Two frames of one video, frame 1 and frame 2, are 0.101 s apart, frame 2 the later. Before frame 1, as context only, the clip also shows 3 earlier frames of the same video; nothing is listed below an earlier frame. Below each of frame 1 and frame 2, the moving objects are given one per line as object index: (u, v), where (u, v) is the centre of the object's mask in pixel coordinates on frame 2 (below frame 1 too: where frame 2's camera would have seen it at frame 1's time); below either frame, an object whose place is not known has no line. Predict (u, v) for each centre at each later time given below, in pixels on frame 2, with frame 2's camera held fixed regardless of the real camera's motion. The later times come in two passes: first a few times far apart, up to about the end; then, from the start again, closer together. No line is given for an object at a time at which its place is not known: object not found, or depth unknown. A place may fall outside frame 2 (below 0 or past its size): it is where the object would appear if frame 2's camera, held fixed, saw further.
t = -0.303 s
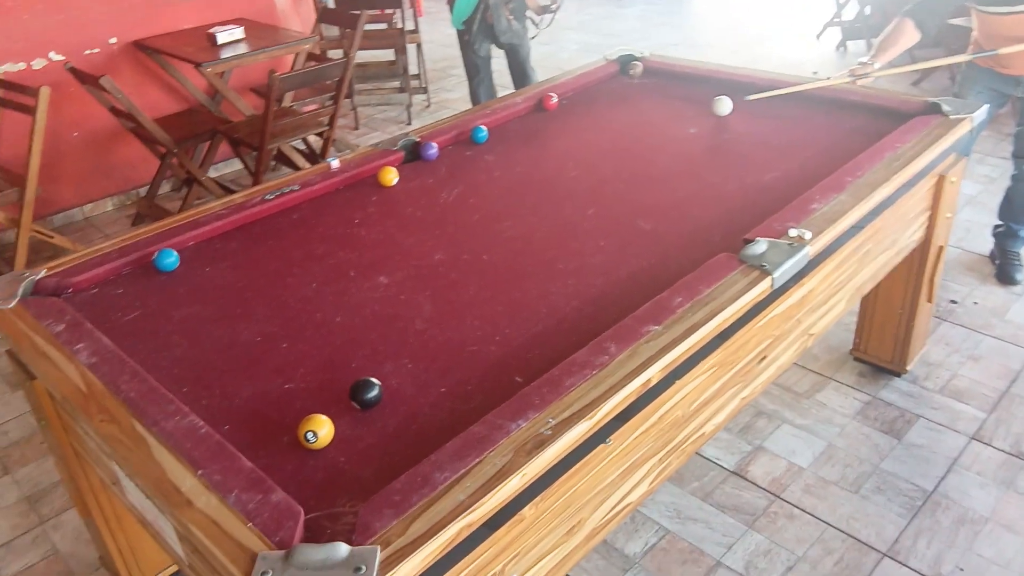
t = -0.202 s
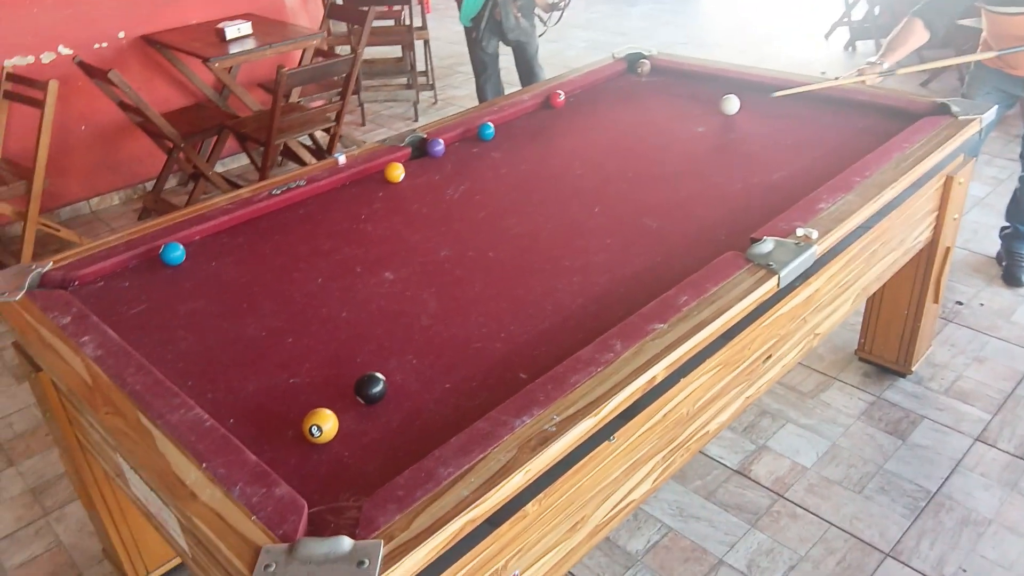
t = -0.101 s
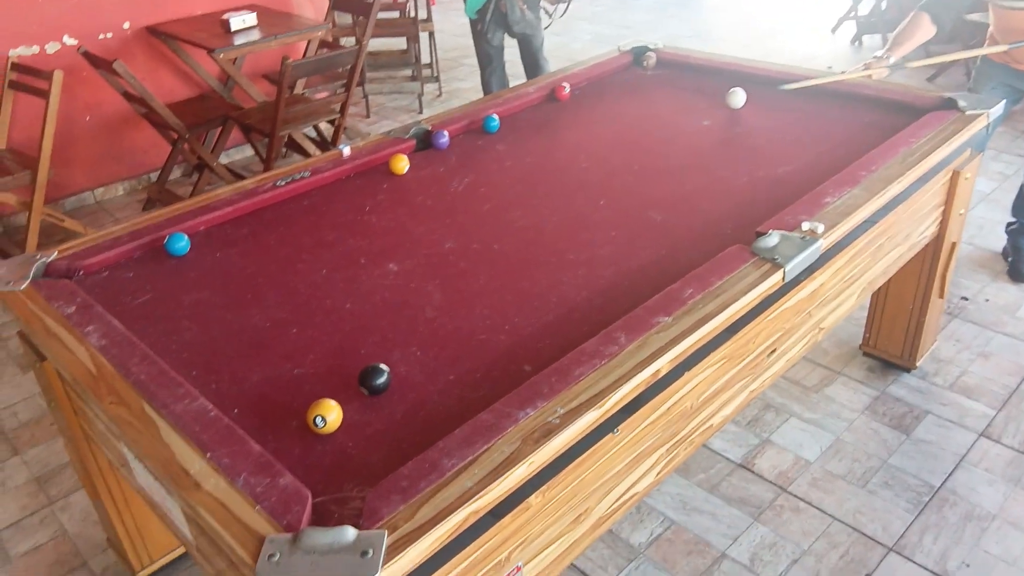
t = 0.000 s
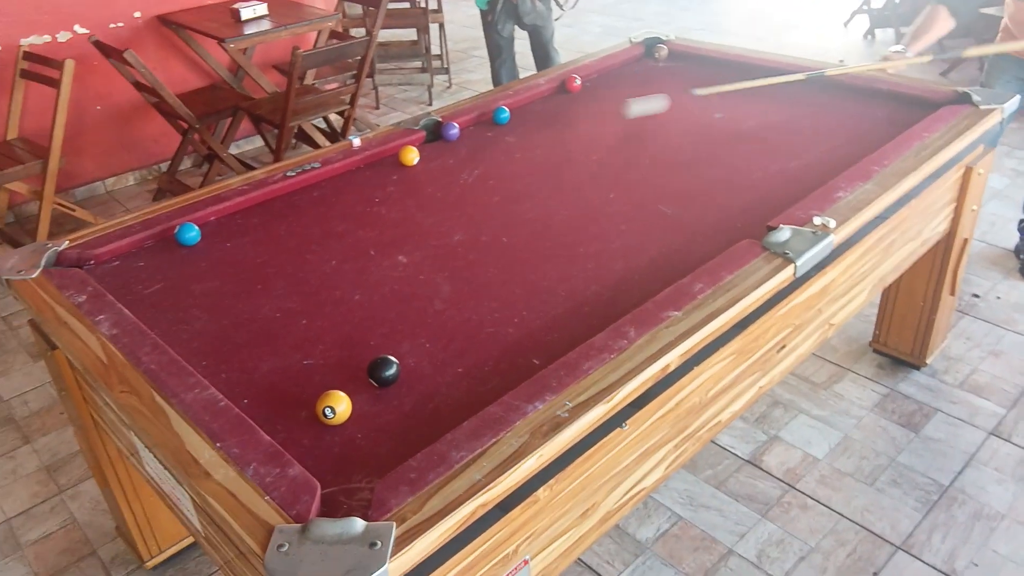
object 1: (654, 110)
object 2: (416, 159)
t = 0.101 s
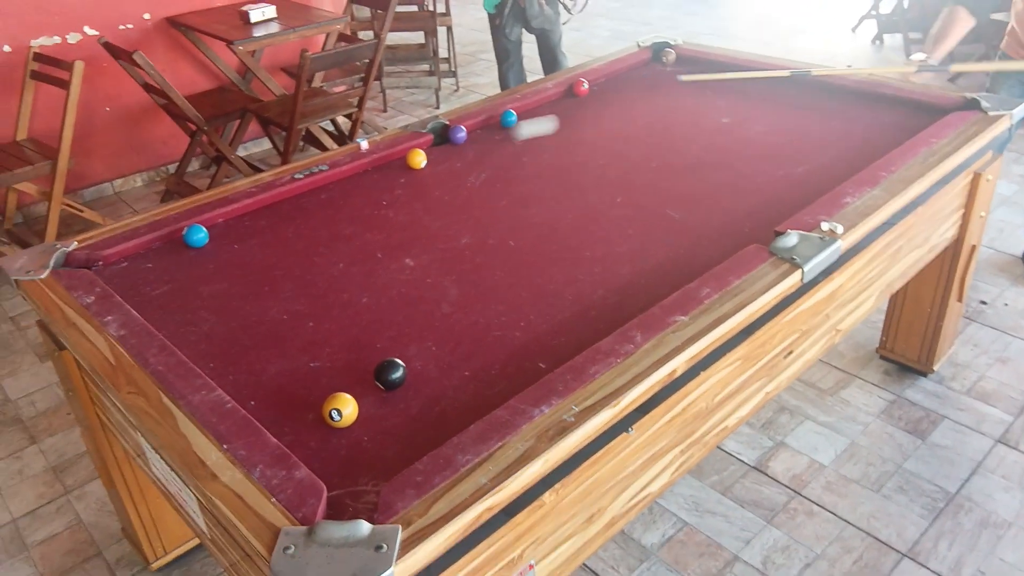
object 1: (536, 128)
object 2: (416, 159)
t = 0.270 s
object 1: (436, 158)
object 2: (394, 163)
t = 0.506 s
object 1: (400, 193)
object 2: (308, 203)
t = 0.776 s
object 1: (315, 241)
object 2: (229, 253)
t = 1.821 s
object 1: (430, 292)
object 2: (284, 243)
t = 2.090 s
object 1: (521, 279)
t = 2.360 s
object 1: (607, 268)
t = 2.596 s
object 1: (677, 258)
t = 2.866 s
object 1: (727, 241)
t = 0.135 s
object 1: (496, 134)
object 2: (416, 159)
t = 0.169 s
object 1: (469, 139)
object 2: (416, 159)
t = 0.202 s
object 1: (454, 146)
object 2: (416, 159)
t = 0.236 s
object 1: (440, 153)
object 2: (413, 160)
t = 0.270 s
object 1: (436, 158)
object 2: (394, 163)
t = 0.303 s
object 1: (435, 163)
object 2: (372, 168)
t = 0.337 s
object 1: (433, 168)
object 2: (353, 174)
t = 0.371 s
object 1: (430, 172)
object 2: (344, 180)
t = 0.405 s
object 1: (425, 177)
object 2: (335, 186)
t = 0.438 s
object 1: (418, 182)
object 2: (326, 192)
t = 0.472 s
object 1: (410, 187)
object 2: (317, 197)
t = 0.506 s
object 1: (400, 193)
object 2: (308, 203)
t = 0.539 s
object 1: (391, 198)
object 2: (299, 208)
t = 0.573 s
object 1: (380, 204)
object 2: (290, 214)
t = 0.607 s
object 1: (370, 210)
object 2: (280, 220)
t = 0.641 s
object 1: (360, 215)
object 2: (271, 227)
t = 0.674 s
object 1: (349, 222)
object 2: (260, 233)
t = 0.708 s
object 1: (338, 228)
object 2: (250, 240)
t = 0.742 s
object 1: (327, 234)
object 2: (240, 247)
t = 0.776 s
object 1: (315, 241)
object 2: (229, 253)
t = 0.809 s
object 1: (304, 247)
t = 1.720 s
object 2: (272, 250)
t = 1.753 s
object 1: (407, 296)
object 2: (276, 247)
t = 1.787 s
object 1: (418, 294)
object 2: (280, 245)
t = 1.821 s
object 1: (430, 292)
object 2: (284, 243)
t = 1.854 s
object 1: (442, 291)
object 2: (288, 241)
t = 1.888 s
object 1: (453, 289)
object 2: (292, 239)
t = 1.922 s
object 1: (465, 287)
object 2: (296, 237)
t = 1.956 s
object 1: (477, 286)
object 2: (300, 234)
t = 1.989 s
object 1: (488, 284)
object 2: (304, 232)
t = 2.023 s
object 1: (499, 282)
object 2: (307, 231)
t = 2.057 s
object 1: (510, 281)
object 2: (311, 229)
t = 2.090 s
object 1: (521, 279)
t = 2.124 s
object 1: (532, 278)
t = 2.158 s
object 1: (543, 276)
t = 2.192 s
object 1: (554, 275)
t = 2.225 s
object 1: (564, 274)
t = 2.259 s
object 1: (575, 272)
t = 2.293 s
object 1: (586, 271)
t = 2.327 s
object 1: (596, 269)
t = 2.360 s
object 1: (607, 268)
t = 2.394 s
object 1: (617, 266)
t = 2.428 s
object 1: (628, 265)
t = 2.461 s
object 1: (638, 263)
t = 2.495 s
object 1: (648, 262)
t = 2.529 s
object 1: (657, 261)
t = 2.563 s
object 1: (667, 259)
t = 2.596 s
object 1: (677, 258)
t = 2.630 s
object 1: (687, 256)
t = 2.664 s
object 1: (696, 255)
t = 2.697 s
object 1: (705, 253)
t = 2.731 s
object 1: (715, 251)
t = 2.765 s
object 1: (723, 249)
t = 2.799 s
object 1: (725, 246)
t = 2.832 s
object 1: (726, 243)
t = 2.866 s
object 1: (727, 241)
